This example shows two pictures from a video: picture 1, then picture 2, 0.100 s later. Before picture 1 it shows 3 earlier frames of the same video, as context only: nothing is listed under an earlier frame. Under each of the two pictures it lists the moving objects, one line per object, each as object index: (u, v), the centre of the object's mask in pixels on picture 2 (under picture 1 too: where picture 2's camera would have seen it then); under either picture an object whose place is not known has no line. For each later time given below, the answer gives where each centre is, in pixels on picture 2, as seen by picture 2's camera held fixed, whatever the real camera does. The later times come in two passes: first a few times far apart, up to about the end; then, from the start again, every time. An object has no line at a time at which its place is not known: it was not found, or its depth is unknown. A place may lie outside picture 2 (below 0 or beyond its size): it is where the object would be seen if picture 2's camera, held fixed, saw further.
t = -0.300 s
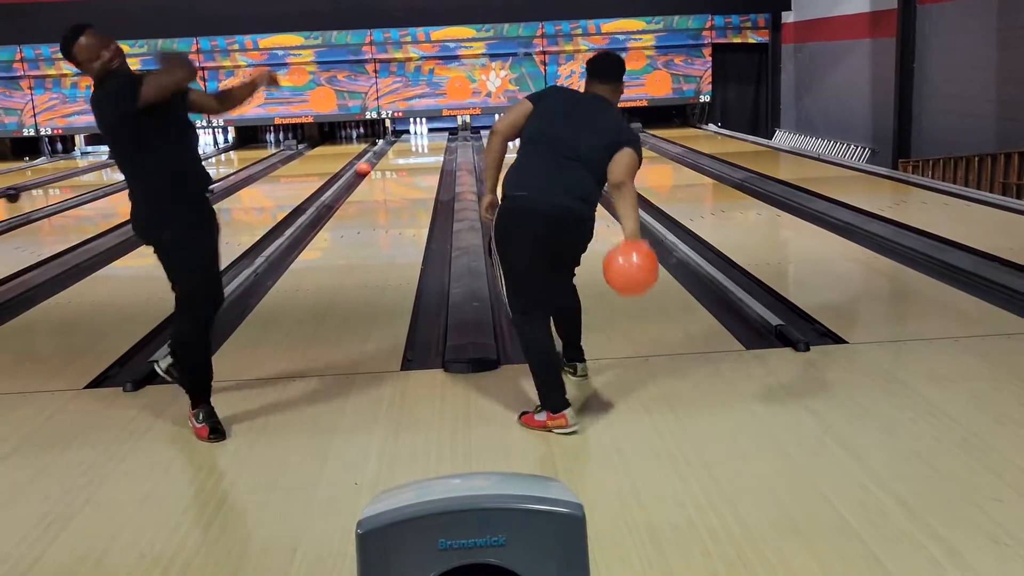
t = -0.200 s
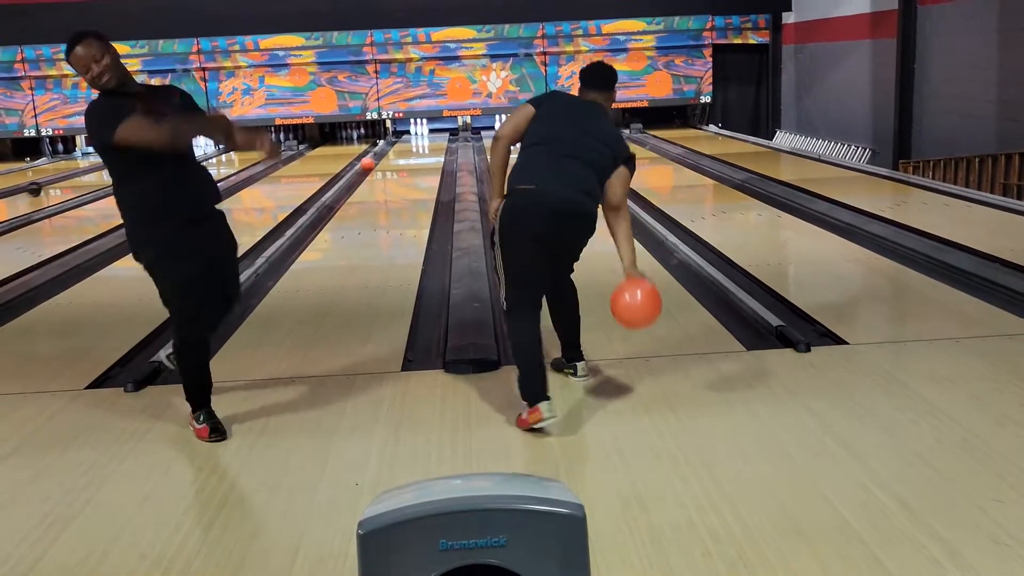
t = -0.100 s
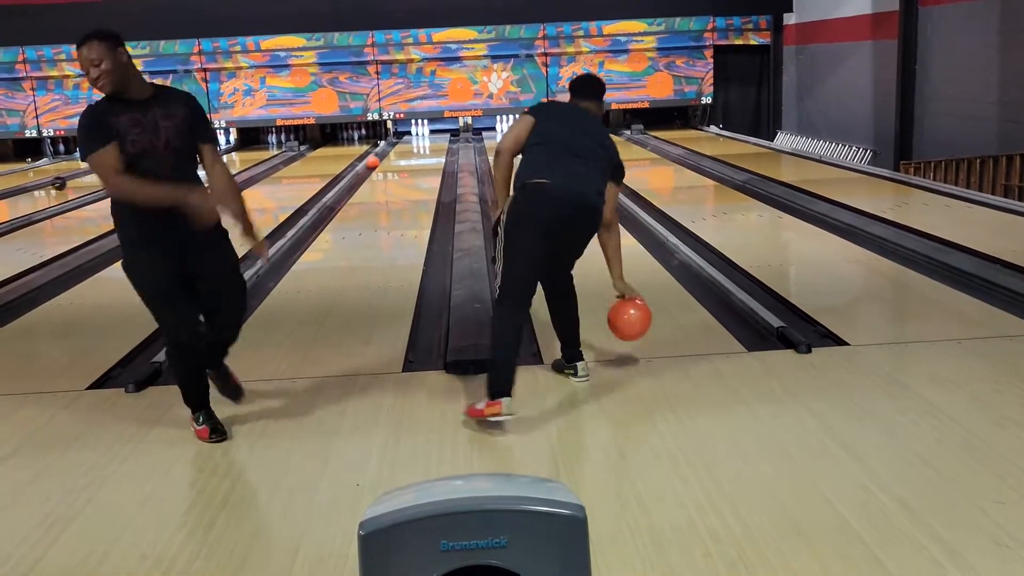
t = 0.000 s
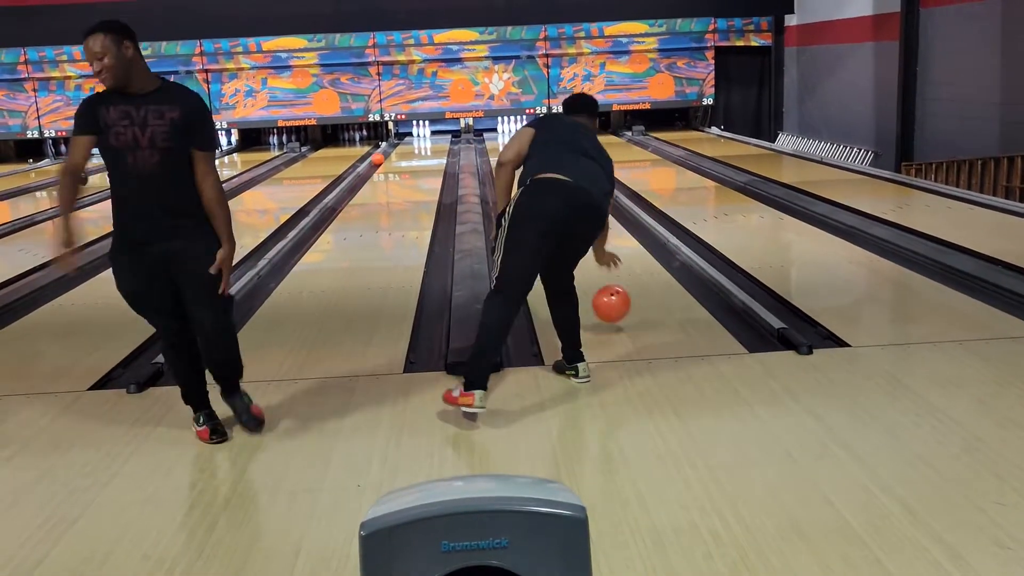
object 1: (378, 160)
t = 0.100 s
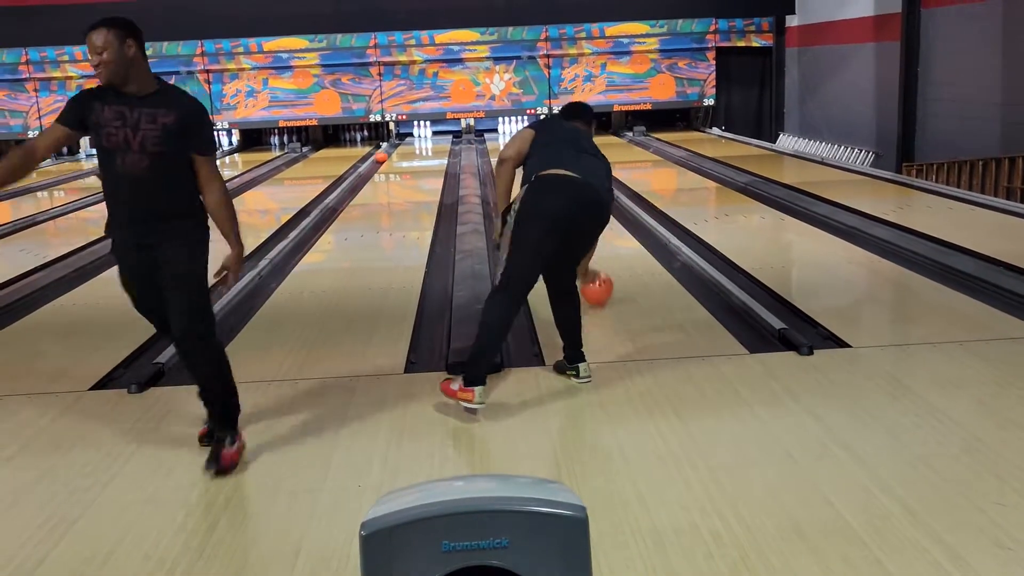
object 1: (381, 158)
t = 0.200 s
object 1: (383, 155)
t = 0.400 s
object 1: (388, 149)
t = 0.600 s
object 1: (393, 144)
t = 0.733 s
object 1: (395, 142)
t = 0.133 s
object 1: (382, 156)
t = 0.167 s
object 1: (383, 155)
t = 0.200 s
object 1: (383, 155)
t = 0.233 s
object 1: (384, 154)
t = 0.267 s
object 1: (384, 153)
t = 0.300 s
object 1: (386, 152)
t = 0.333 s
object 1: (386, 151)
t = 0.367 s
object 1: (387, 150)
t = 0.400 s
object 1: (388, 149)
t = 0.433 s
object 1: (389, 148)
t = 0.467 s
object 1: (389, 147)
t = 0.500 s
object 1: (391, 147)
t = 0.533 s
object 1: (391, 146)
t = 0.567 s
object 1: (391, 146)
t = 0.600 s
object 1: (393, 144)
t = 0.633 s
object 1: (394, 144)
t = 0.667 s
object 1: (394, 143)
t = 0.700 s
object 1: (395, 143)
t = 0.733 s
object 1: (395, 142)
